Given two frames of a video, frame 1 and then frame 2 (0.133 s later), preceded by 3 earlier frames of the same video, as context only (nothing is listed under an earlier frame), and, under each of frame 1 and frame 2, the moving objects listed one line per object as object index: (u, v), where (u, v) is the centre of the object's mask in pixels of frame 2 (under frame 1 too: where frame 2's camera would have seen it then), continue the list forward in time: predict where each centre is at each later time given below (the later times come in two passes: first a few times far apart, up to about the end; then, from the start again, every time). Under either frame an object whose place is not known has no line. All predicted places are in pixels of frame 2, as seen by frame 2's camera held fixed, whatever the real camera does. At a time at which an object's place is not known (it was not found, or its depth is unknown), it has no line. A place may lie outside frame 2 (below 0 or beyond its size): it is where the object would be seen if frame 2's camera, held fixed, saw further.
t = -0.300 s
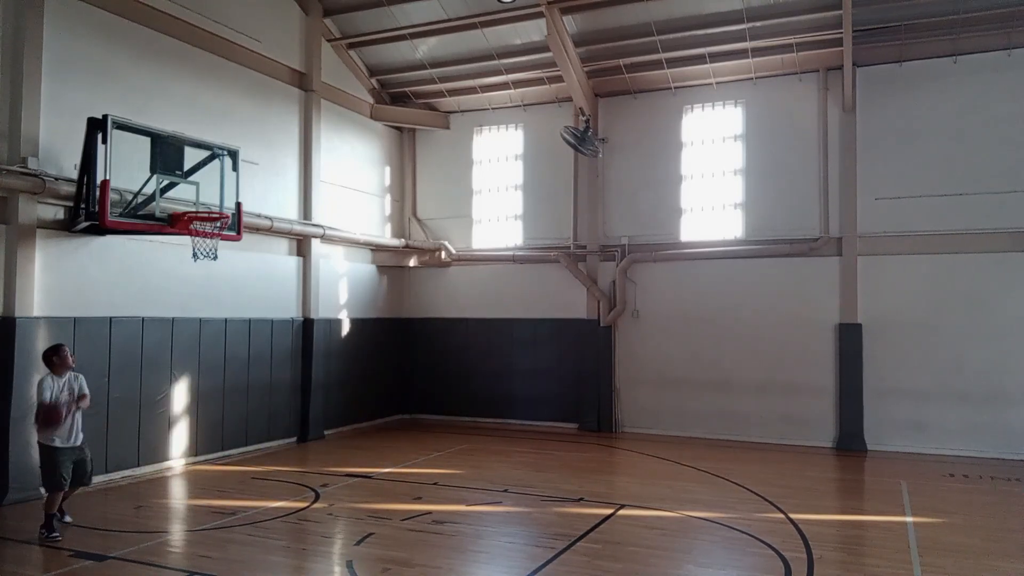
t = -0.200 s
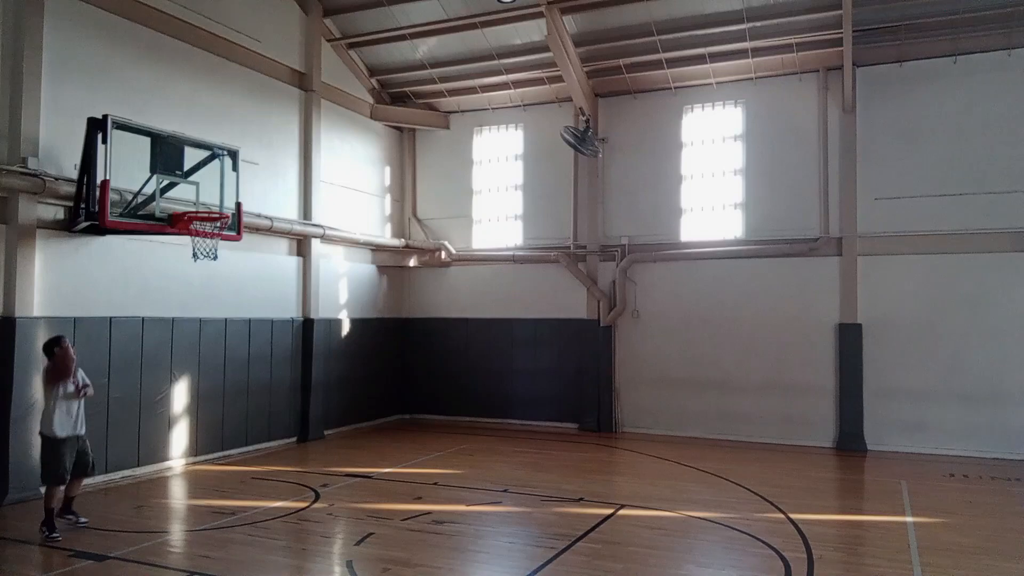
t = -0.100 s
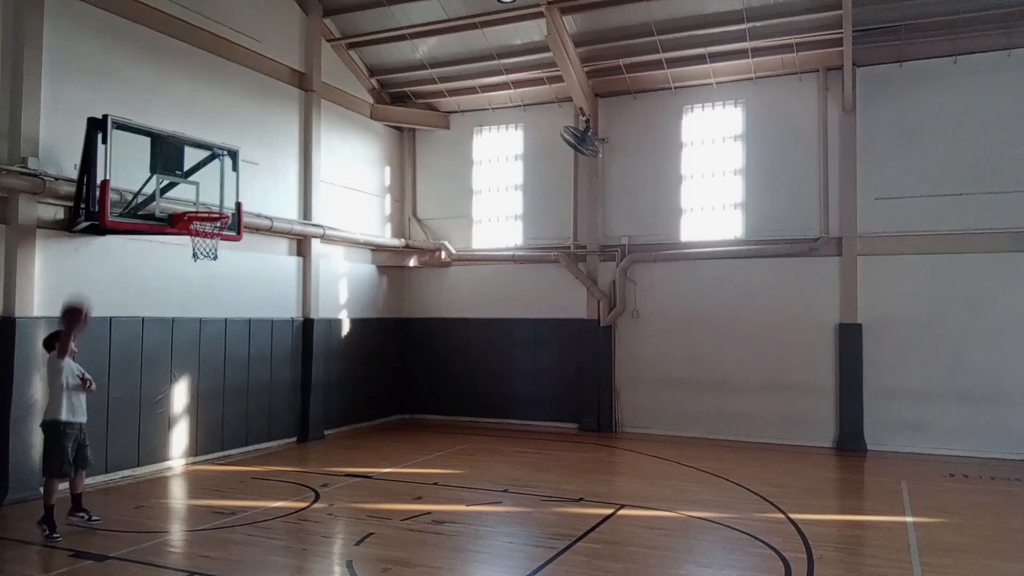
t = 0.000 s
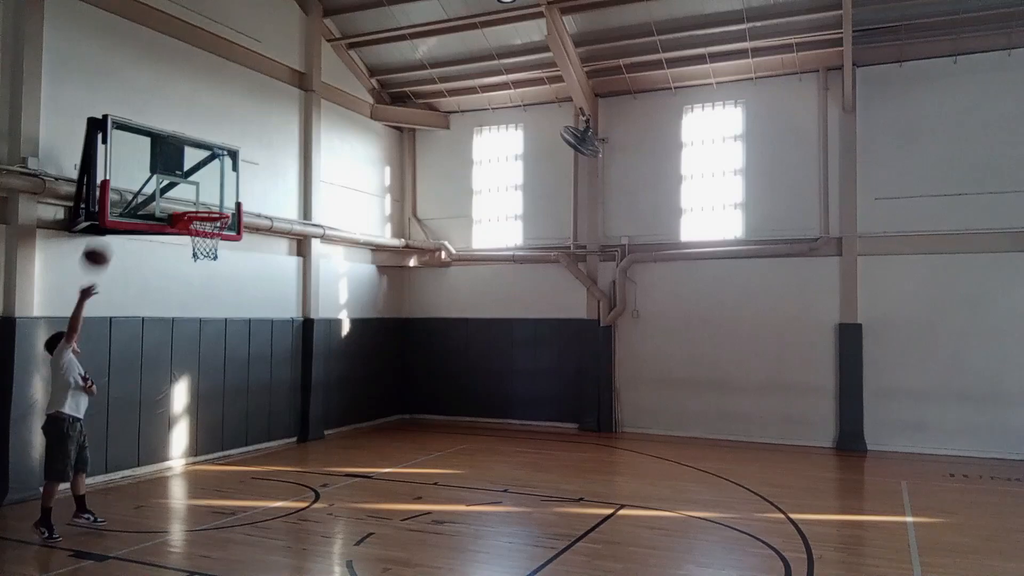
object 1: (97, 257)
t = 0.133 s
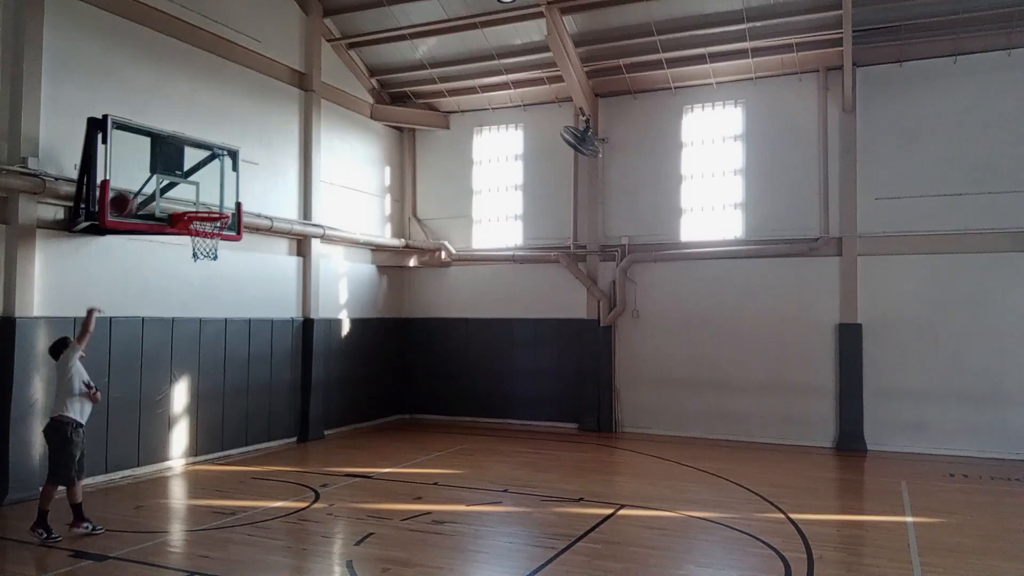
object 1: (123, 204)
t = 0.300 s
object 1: (151, 172)
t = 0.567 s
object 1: (206, 187)
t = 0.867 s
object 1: (228, 185)
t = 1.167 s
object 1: (241, 206)
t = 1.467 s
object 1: (278, 266)
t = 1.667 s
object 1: (302, 355)
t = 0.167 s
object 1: (128, 196)
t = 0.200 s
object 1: (134, 187)
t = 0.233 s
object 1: (140, 181)
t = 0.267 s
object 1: (146, 175)
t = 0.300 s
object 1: (151, 172)
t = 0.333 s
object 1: (156, 169)
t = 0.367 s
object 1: (160, 167)
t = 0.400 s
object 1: (166, 169)
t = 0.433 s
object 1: (175, 171)
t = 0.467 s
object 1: (183, 173)
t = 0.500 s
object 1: (191, 177)
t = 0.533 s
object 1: (199, 182)
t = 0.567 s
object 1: (206, 187)
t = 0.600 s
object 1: (214, 194)
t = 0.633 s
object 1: (222, 201)
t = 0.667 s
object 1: (226, 203)
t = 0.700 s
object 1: (226, 198)
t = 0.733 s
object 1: (226, 193)
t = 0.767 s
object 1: (227, 189)
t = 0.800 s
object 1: (227, 187)
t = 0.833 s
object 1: (228, 185)
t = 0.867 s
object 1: (228, 185)
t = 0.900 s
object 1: (229, 185)
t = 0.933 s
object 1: (229, 186)
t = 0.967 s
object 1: (229, 188)
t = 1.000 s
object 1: (229, 192)
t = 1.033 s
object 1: (229, 196)
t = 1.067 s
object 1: (230, 202)
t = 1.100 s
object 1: (233, 203)
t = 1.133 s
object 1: (237, 204)
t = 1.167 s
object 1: (241, 206)
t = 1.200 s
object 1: (245, 208)
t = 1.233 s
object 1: (249, 212)
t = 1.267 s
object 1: (254, 217)
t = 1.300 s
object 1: (257, 223)
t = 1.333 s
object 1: (261, 229)
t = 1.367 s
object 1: (266, 236)
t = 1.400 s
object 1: (270, 245)
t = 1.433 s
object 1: (274, 255)
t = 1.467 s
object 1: (278, 266)
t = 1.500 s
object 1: (282, 277)
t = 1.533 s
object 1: (286, 291)
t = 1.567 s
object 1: (290, 305)
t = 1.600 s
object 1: (294, 321)
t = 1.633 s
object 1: (299, 338)
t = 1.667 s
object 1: (302, 355)
